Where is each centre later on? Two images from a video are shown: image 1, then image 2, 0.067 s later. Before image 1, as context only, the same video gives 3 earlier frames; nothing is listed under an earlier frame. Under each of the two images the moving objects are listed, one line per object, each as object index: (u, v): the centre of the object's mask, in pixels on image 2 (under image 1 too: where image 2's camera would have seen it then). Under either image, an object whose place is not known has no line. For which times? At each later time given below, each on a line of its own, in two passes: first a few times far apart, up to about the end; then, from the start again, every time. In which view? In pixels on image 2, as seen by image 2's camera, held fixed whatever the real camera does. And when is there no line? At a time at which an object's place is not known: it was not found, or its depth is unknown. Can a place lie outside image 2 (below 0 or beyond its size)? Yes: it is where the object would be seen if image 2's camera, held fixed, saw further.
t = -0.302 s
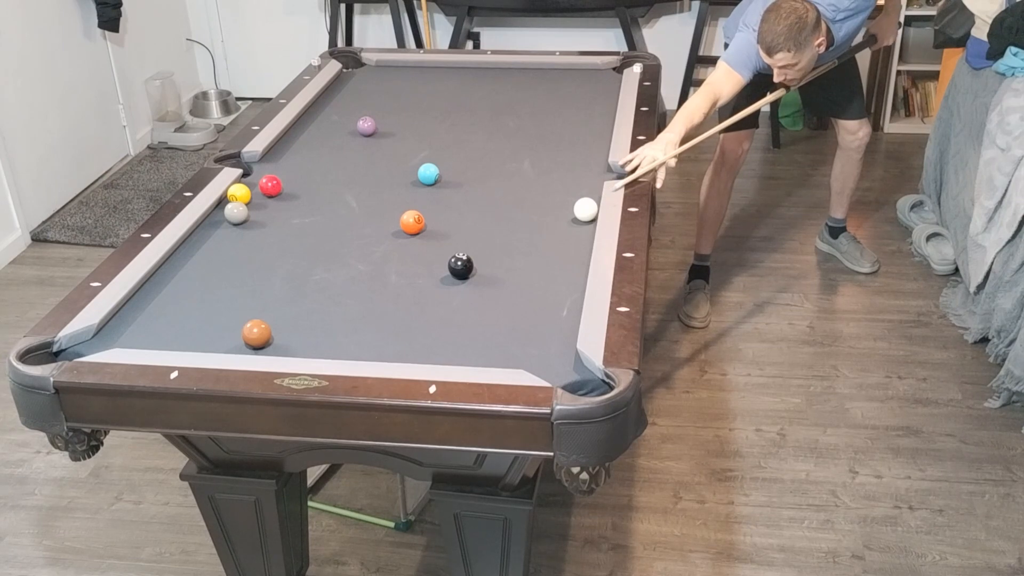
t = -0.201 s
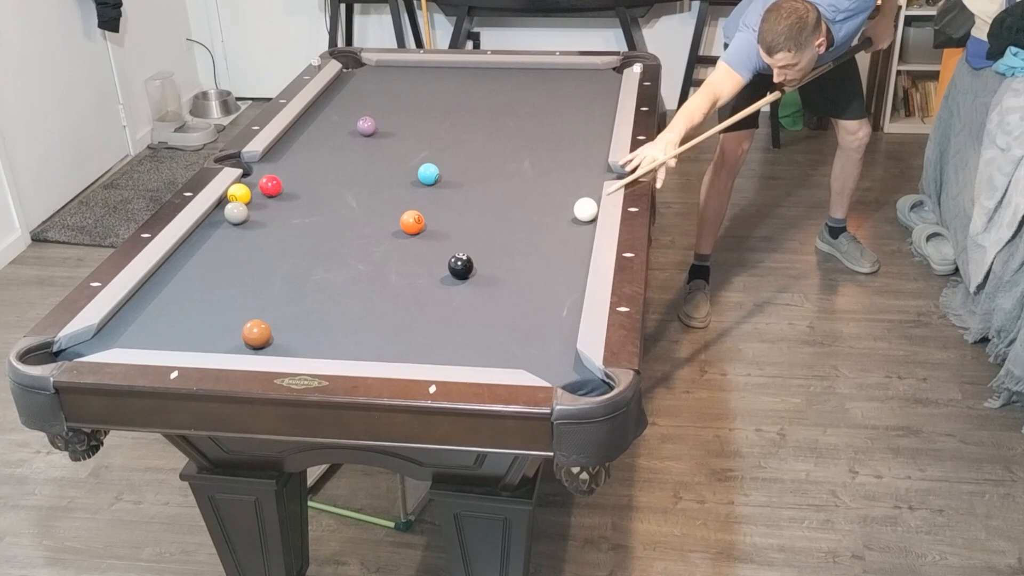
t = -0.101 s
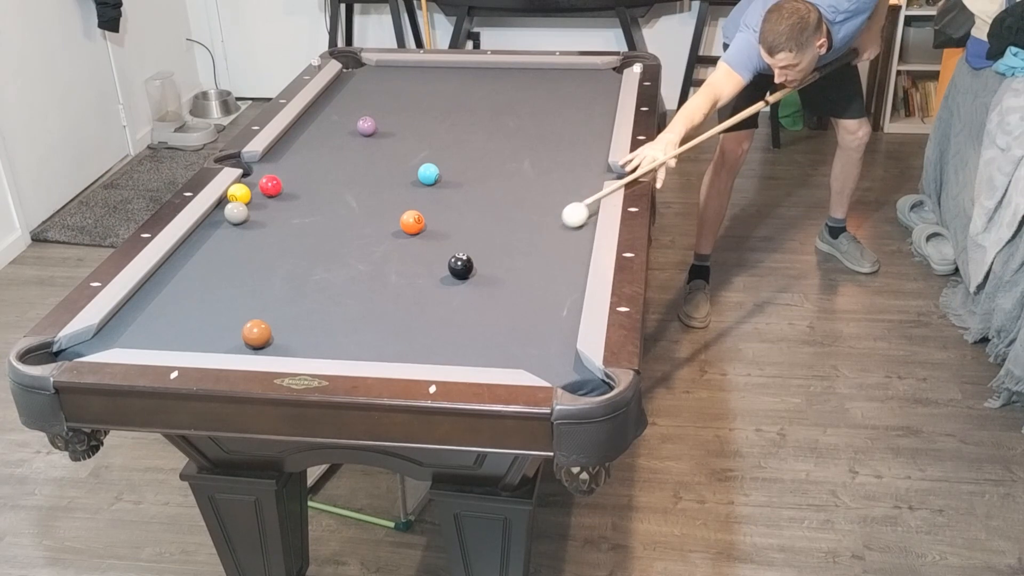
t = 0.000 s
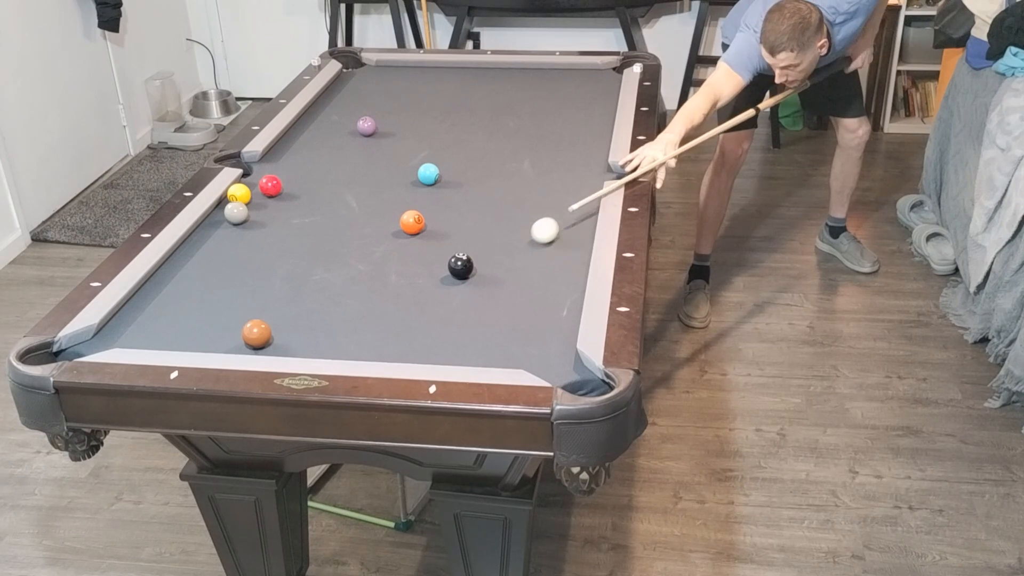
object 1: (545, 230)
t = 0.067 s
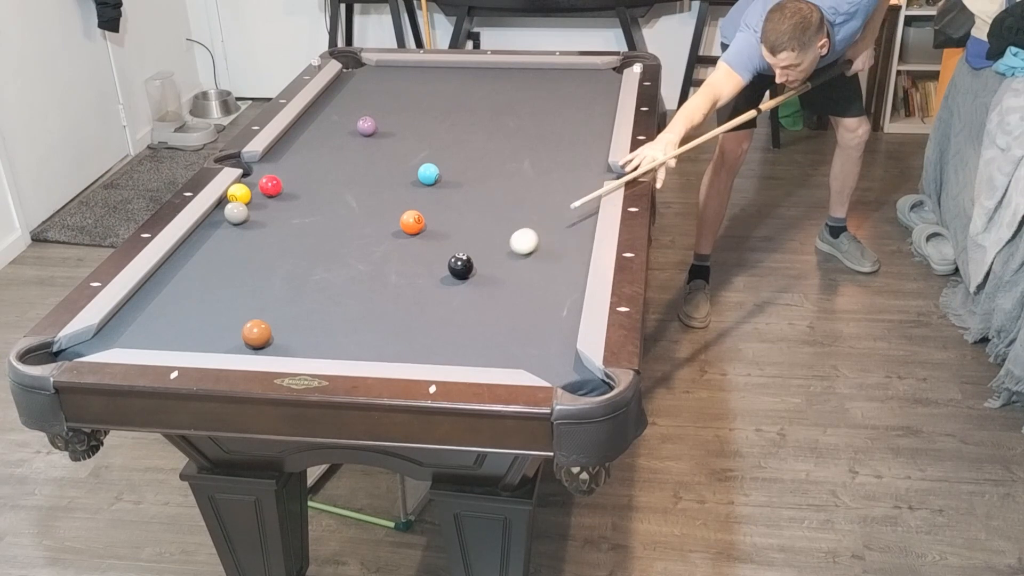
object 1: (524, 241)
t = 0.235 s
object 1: (487, 270)
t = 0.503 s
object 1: (480, 301)
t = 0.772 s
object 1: (471, 333)
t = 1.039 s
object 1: (464, 356)
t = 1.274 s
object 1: (472, 343)
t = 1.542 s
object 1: (480, 327)
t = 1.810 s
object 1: (486, 313)
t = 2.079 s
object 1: (492, 301)
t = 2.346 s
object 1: (497, 291)
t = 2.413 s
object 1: (498, 289)
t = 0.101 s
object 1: (513, 247)
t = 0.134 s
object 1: (502, 252)
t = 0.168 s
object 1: (491, 258)
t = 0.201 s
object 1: (486, 263)
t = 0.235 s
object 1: (487, 270)
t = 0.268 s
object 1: (487, 273)
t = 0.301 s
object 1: (486, 277)
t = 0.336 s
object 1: (485, 281)
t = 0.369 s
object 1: (484, 285)
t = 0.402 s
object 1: (483, 289)
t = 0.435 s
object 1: (482, 293)
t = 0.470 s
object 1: (481, 297)
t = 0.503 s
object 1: (480, 301)
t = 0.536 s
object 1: (479, 305)
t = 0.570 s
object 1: (478, 309)
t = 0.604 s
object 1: (477, 313)
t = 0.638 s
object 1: (476, 317)
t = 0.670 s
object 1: (474, 321)
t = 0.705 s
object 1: (473, 325)
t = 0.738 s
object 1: (472, 329)
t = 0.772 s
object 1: (471, 333)
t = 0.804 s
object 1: (470, 337)
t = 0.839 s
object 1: (469, 342)
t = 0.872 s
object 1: (467, 346)
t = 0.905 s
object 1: (466, 350)
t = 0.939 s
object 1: (465, 353)
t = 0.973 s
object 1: (464, 356)
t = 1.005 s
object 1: (463, 358)
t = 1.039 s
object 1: (464, 356)
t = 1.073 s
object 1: (465, 355)
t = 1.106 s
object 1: (466, 353)
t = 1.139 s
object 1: (467, 352)
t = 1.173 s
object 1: (468, 350)
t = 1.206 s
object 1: (469, 347)
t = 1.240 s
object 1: (470, 345)
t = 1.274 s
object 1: (472, 343)
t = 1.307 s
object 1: (473, 341)
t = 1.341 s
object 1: (474, 339)
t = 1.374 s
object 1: (475, 337)
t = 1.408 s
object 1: (476, 335)
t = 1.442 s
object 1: (477, 333)
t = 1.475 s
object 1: (478, 331)
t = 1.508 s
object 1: (479, 329)
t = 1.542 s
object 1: (480, 327)
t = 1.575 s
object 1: (480, 325)
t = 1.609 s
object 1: (481, 323)
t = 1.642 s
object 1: (482, 321)
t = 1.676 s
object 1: (483, 319)
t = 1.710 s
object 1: (484, 318)
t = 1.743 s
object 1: (485, 316)
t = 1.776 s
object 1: (486, 315)
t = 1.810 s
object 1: (486, 313)
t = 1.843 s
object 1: (487, 311)
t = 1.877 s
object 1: (488, 310)
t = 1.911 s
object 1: (489, 308)
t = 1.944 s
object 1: (489, 307)
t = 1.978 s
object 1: (490, 305)
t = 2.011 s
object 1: (491, 304)
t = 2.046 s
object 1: (492, 303)
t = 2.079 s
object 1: (492, 301)
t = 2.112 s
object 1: (493, 300)
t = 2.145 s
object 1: (494, 299)
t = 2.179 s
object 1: (494, 297)
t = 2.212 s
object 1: (495, 296)
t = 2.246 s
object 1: (495, 295)
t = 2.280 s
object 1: (496, 294)
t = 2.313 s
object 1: (497, 293)
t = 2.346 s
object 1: (497, 291)
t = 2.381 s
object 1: (498, 290)
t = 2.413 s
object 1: (498, 289)
